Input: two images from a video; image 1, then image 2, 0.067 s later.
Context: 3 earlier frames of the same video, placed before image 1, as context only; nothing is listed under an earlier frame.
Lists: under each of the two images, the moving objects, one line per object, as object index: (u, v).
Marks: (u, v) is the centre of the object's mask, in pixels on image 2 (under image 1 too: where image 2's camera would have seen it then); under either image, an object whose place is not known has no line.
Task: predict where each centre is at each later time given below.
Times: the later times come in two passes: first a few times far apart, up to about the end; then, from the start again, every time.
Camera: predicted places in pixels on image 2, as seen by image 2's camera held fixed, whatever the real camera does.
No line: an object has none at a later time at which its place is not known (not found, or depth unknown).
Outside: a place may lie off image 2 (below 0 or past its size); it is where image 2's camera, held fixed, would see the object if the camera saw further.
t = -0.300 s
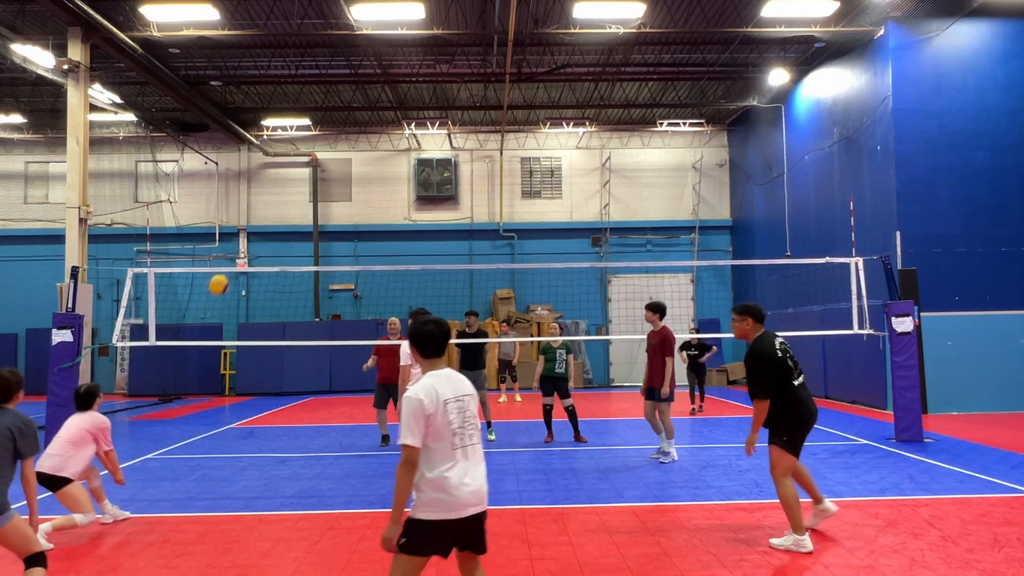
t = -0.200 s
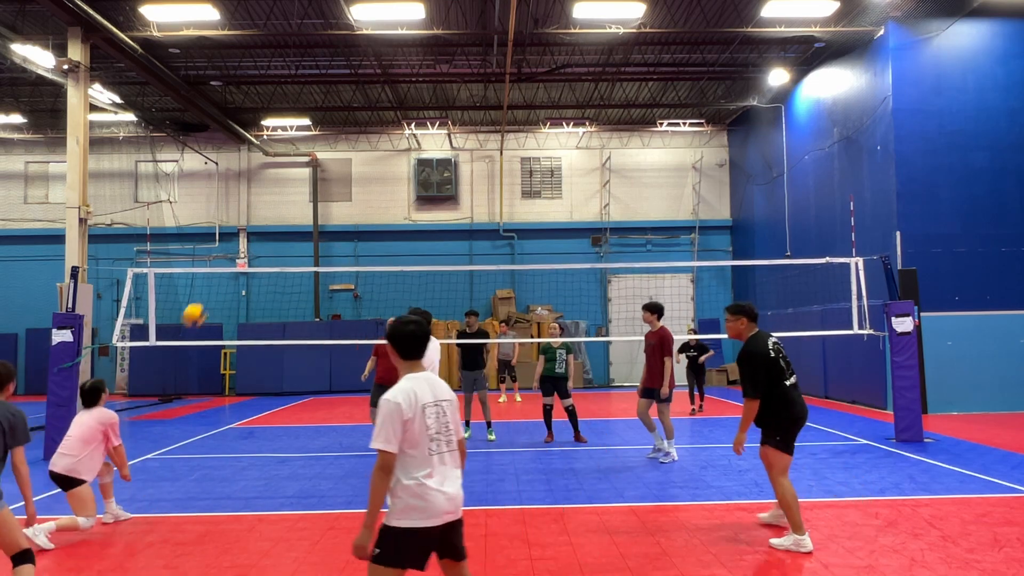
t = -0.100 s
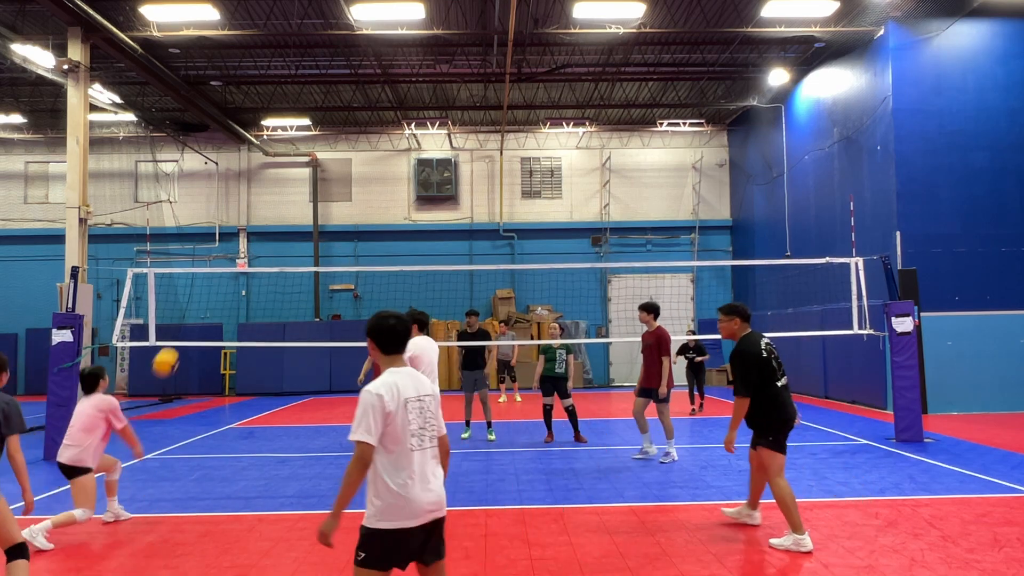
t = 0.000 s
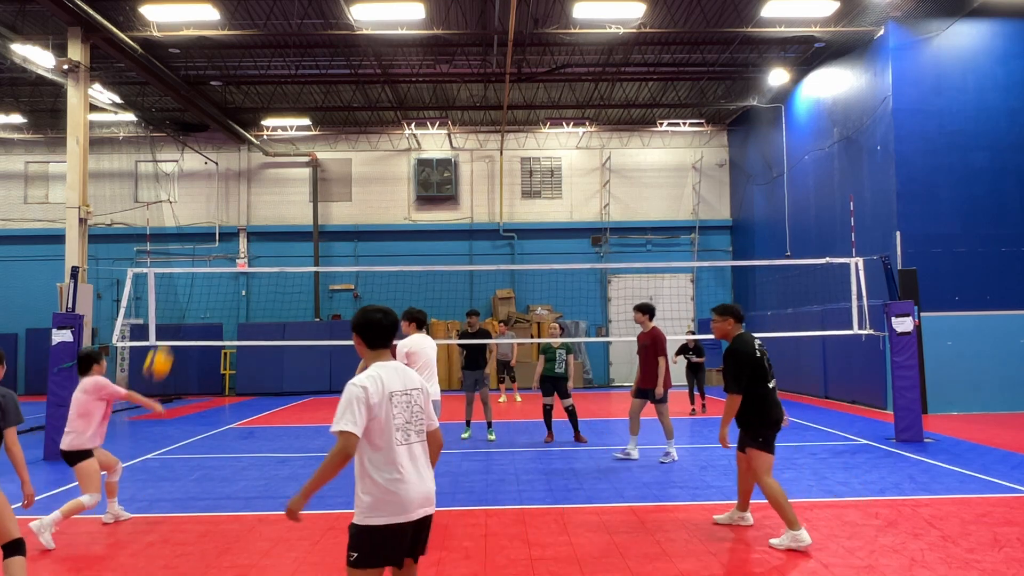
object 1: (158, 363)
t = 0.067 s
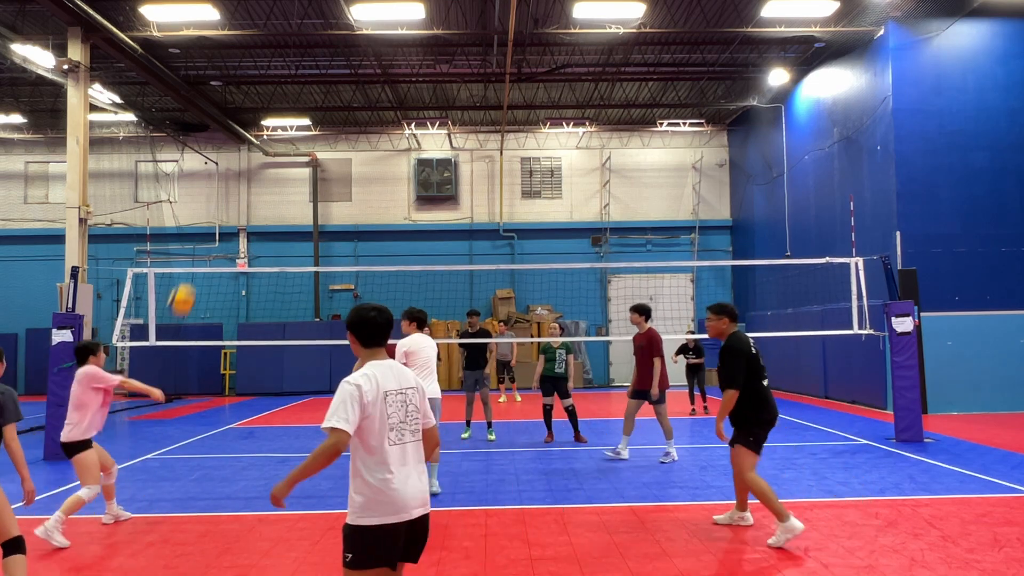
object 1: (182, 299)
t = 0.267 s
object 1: (247, 155)
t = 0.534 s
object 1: (325, 50)
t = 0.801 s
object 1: (397, 28)
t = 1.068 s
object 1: (463, 74)
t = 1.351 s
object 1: (528, 198)
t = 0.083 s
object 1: (187, 286)
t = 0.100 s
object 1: (193, 271)
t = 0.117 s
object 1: (200, 256)
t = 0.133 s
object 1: (204, 245)
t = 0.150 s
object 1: (209, 232)
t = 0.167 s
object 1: (215, 221)
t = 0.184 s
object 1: (221, 208)
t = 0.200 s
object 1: (226, 197)
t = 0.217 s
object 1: (232, 184)
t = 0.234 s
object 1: (236, 176)
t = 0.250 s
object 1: (241, 165)
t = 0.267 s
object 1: (247, 155)
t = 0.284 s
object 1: (250, 147)
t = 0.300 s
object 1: (256, 137)
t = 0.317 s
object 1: (260, 129)
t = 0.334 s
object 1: (267, 120)
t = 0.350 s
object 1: (272, 111)
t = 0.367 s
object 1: (277, 105)
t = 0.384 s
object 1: (282, 98)
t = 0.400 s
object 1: (287, 92)
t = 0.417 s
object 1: (292, 85)
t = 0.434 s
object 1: (296, 79)
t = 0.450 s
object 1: (302, 73)
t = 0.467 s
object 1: (306, 68)
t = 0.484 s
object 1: (311, 63)
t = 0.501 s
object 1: (316, 58)
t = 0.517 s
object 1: (320, 54)
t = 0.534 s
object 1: (325, 50)
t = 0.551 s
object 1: (330, 46)
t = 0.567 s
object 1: (334, 43)
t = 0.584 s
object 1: (339, 40)
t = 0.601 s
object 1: (343, 37)
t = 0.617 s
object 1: (348, 34)
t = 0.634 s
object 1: (352, 32)
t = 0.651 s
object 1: (356, 31)
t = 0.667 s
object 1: (360, 30)
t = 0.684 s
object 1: (365, 29)
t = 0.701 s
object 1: (370, 29)
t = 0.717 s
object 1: (375, 28)
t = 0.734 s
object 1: (380, 28)
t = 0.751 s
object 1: (384, 28)
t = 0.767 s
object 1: (388, 27)
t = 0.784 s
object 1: (393, 28)
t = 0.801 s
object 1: (397, 28)
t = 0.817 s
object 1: (401, 28)
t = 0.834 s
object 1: (405, 29)
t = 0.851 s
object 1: (410, 30)
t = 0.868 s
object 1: (414, 32)
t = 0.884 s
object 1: (419, 35)
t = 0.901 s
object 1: (422, 37)
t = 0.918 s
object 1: (426, 40)
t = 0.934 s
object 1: (430, 43)
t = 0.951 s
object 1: (435, 45)
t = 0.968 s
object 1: (439, 48)
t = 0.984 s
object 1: (443, 52)
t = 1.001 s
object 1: (447, 56)
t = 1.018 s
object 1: (451, 60)
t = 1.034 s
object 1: (455, 65)
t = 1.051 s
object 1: (459, 70)
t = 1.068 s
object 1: (463, 74)
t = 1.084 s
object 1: (467, 80)
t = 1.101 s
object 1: (471, 86)
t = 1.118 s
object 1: (475, 91)
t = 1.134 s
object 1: (479, 97)
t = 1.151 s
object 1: (483, 104)
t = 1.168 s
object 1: (487, 111)
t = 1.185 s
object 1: (491, 116)
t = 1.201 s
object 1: (495, 123)
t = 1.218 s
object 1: (498, 131)
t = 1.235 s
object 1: (502, 139)
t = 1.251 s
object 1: (505, 147)
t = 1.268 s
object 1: (509, 155)
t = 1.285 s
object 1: (513, 163)
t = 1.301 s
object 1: (518, 172)
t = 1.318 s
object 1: (522, 181)
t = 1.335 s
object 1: (525, 190)
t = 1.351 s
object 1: (528, 198)
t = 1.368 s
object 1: (531, 207)
